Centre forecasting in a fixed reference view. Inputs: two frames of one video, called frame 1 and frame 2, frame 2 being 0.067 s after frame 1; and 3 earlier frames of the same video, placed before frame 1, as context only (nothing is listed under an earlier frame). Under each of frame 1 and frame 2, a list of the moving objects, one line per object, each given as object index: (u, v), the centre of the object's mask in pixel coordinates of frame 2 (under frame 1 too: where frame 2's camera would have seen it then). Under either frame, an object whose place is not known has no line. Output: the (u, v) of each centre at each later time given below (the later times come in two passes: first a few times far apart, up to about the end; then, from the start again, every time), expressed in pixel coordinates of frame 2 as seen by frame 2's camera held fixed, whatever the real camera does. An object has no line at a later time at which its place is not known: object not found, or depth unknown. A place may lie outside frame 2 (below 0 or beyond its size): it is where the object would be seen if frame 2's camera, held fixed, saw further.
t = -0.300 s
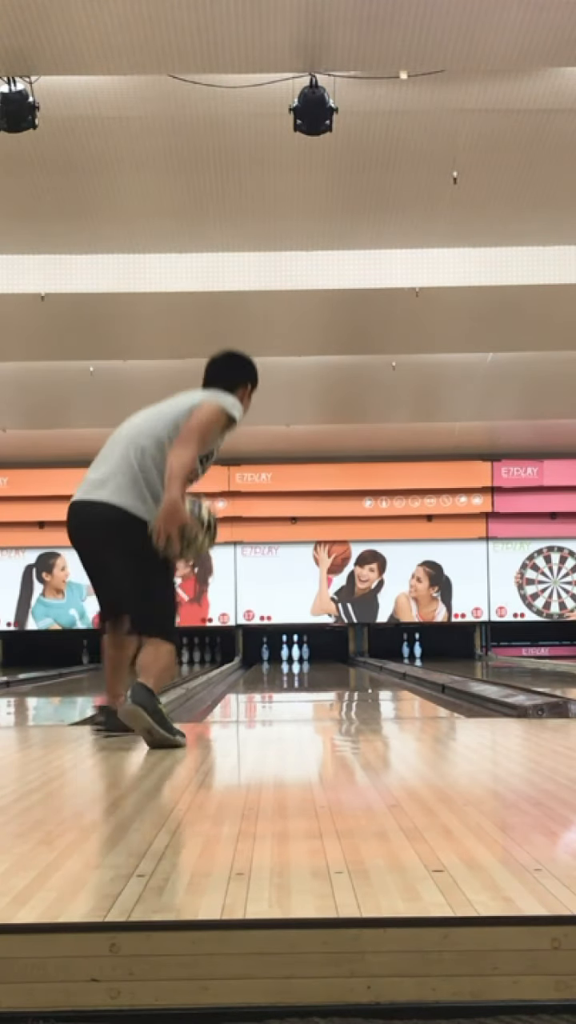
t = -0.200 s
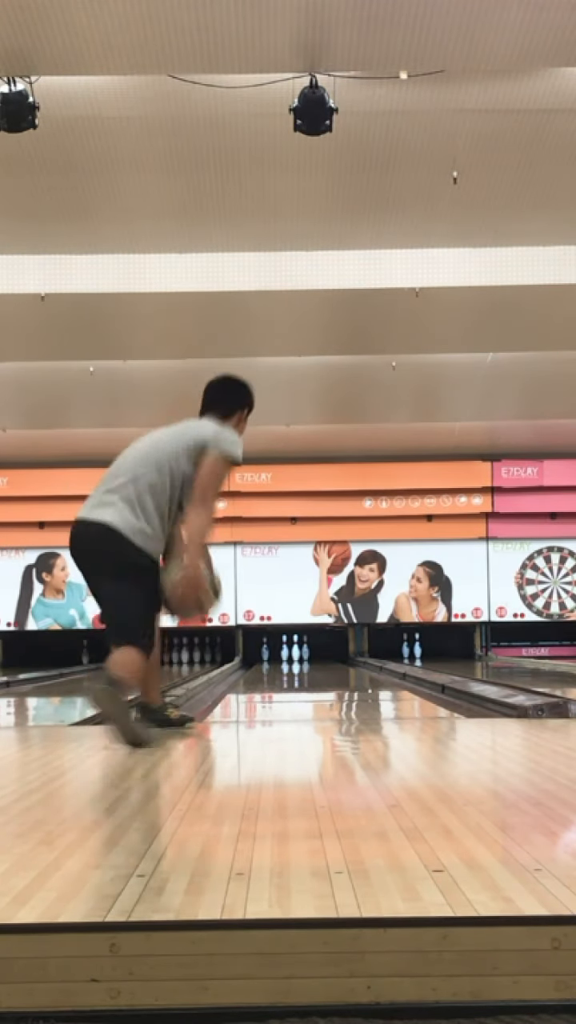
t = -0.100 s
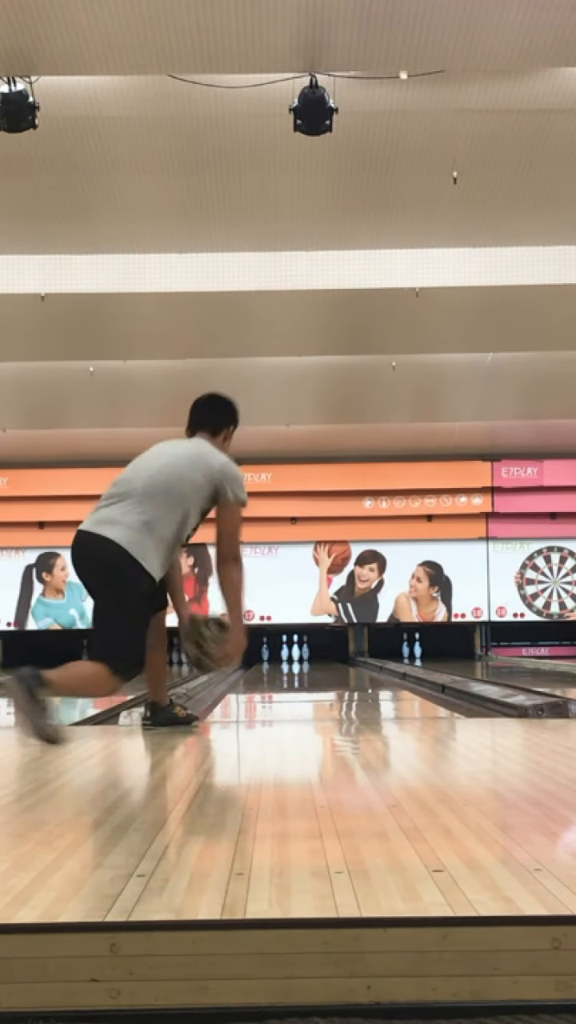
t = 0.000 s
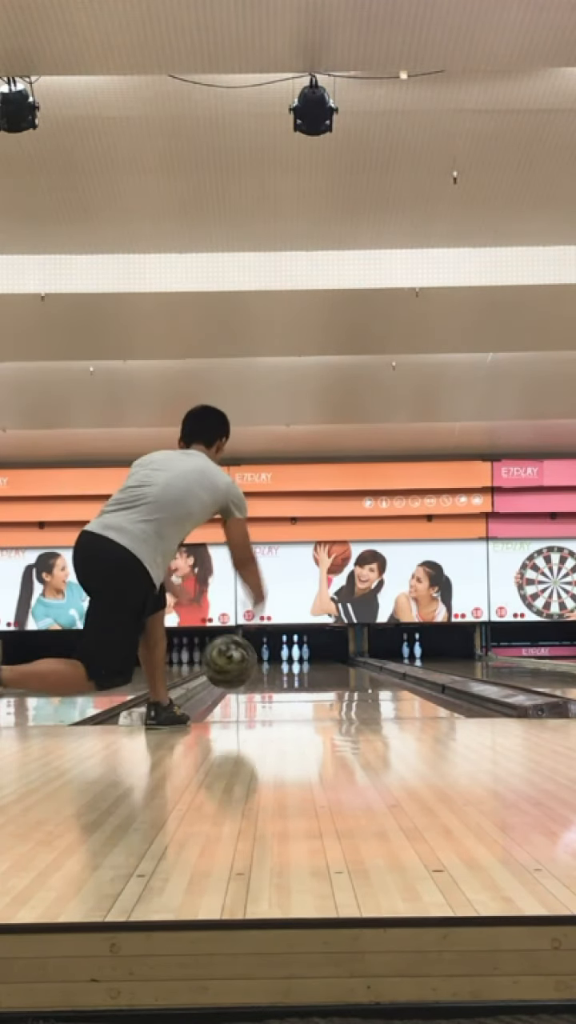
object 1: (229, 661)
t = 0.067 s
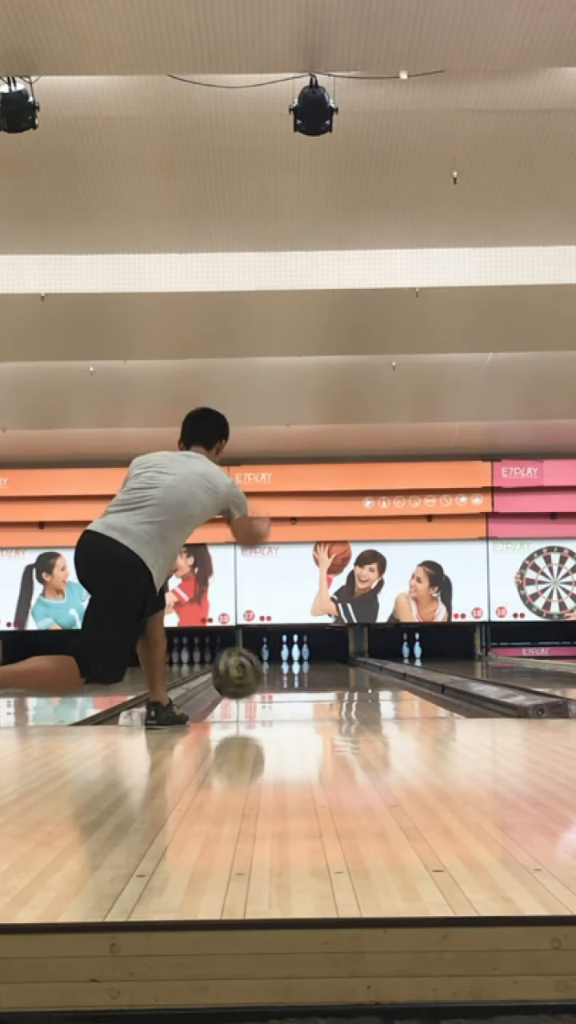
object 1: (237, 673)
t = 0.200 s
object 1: (249, 685)
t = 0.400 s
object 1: (262, 680)
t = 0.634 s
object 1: (272, 674)
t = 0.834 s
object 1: (278, 670)
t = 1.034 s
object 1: (283, 668)
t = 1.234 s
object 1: (287, 666)
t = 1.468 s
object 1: (290, 663)
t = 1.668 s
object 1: (292, 661)
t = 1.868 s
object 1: (293, 660)
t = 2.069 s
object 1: (293, 659)
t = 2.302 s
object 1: (293, 657)
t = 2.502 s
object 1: (293, 656)
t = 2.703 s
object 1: (292, 655)
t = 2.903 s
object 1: (290, 655)
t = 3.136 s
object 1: (287, 655)
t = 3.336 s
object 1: (285, 655)
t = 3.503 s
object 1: (275, 655)
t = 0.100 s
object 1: (240, 683)
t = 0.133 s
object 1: (243, 687)
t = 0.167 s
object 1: (246, 685)
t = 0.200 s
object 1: (249, 685)
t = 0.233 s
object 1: (252, 685)
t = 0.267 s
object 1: (254, 684)
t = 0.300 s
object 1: (256, 683)
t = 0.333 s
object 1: (258, 681)
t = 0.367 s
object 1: (261, 680)
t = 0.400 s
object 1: (262, 680)
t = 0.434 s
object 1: (263, 679)
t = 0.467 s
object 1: (265, 678)
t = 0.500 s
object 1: (267, 677)
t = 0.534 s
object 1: (268, 676)
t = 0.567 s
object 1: (270, 675)
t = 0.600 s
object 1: (271, 674)
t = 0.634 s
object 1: (272, 674)
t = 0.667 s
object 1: (274, 673)
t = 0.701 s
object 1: (275, 672)
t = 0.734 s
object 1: (276, 672)
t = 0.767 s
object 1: (277, 671)
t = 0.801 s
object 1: (277, 671)
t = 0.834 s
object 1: (278, 670)
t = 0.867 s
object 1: (279, 670)
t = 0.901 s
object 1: (281, 669)
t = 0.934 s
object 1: (281, 669)
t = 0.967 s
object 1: (282, 668)
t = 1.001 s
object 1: (283, 668)
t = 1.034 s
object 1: (283, 668)
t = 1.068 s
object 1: (284, 667)
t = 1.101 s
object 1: (286, 667)
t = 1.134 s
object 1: (286, 667)
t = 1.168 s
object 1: (286, 666)
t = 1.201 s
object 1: (287, 666)
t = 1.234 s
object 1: (287, 666)
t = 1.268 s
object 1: (288, 665)
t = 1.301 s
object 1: (289, 665)
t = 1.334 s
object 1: (289, 665)
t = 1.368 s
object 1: (289, 664)
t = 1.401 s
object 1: (289, 664)
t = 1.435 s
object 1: (290, 664)
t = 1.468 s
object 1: (290, 663)
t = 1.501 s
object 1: (291, 663)
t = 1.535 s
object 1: (291, 663)
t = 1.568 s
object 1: (291, 662)
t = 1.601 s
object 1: (291, 662)
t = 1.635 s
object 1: (291, 662)
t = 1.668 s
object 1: (292, 661)
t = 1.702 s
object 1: (292, 661)
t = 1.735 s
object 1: (292, 661)
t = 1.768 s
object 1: (293, 661)
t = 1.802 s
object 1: (293, 660)
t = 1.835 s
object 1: (293, 660)
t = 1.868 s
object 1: (293, 660)
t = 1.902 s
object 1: (293, 660)
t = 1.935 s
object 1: (293, 659)
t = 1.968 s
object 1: (293, 659)
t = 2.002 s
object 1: (293, 659)
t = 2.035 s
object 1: (293, 658)
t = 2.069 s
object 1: (293, 659)
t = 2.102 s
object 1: (293, 658)
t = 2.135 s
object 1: (293, 658)
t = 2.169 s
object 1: (293, 658)
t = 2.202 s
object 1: (294, 658)
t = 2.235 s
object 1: (293, 657)
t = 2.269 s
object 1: (293, 657)
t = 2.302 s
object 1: (293, 657)
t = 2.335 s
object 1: (293, 657)
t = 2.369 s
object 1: (293, 657)
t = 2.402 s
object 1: (293, 657)
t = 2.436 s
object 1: (293, 657)
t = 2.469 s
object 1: (293, 657)
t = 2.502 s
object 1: (293, 656)
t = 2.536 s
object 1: (293, 656)
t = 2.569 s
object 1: (292, 656)
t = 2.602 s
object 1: (292, 656)
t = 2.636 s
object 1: (292, 656)
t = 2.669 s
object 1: (292, 656)
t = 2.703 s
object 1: (292, 655)
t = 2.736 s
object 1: (292, 656)
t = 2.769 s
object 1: (291, 655)
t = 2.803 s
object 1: (291, 655)
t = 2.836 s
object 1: (291, 655)
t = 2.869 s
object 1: (290, 655)
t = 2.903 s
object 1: (290, 655)
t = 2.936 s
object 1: (290, 655)
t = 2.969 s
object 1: (289, 655)
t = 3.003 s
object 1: (288, 655)
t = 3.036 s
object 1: (288, 655)
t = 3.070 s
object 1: (288, 655)
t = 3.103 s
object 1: (287, 655)
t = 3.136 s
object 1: (287, 655)
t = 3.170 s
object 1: (287, 655)
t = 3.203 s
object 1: (286, 655)
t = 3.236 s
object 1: (285, 655)
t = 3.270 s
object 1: (285, 654)
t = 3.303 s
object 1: (285, 654)
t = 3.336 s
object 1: (285, 655)
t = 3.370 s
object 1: (283, 654)
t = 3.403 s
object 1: (283, 654)
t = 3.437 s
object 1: (280, 655)
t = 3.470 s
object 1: (277, 654)
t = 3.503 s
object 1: (275, 655)
